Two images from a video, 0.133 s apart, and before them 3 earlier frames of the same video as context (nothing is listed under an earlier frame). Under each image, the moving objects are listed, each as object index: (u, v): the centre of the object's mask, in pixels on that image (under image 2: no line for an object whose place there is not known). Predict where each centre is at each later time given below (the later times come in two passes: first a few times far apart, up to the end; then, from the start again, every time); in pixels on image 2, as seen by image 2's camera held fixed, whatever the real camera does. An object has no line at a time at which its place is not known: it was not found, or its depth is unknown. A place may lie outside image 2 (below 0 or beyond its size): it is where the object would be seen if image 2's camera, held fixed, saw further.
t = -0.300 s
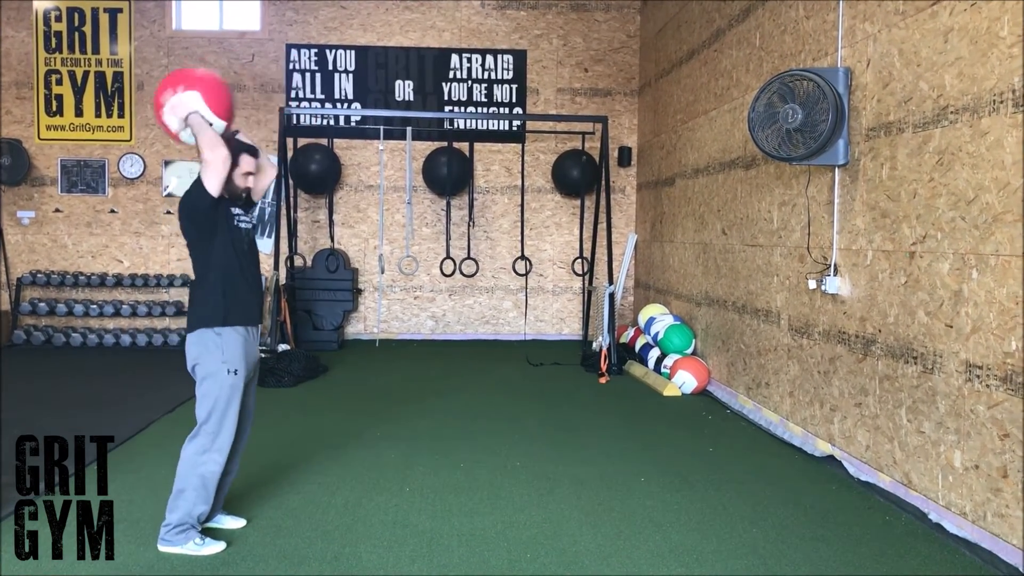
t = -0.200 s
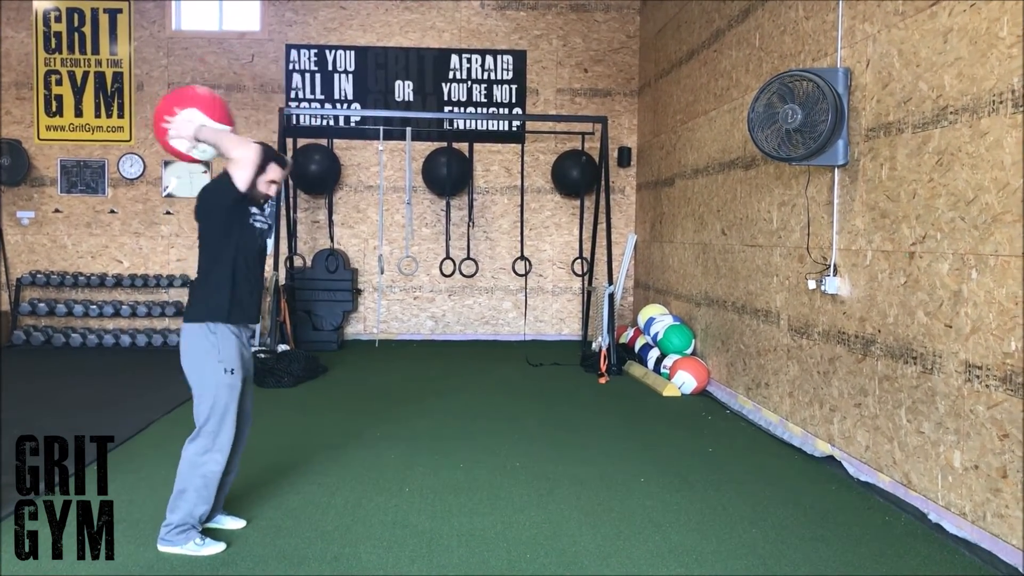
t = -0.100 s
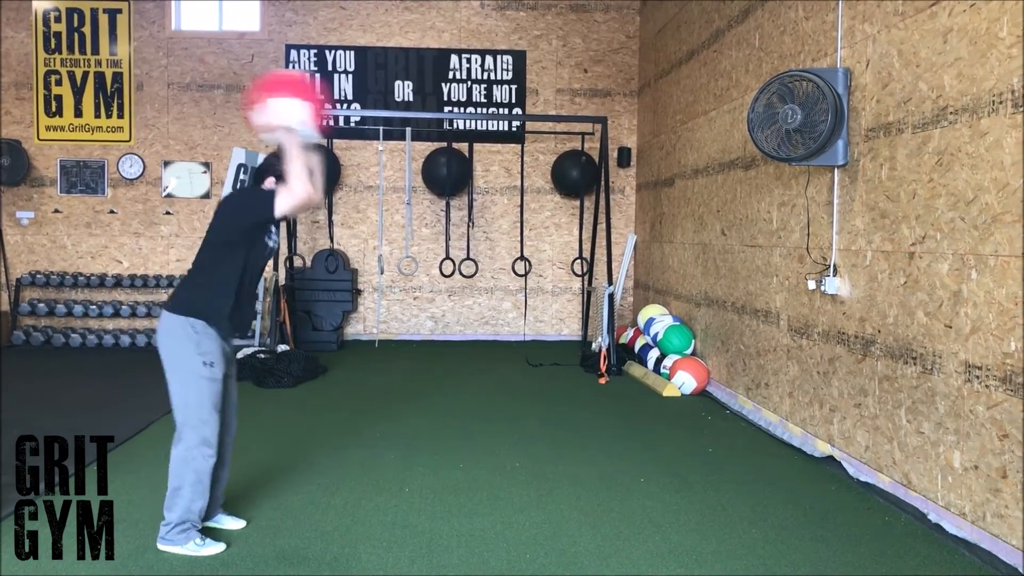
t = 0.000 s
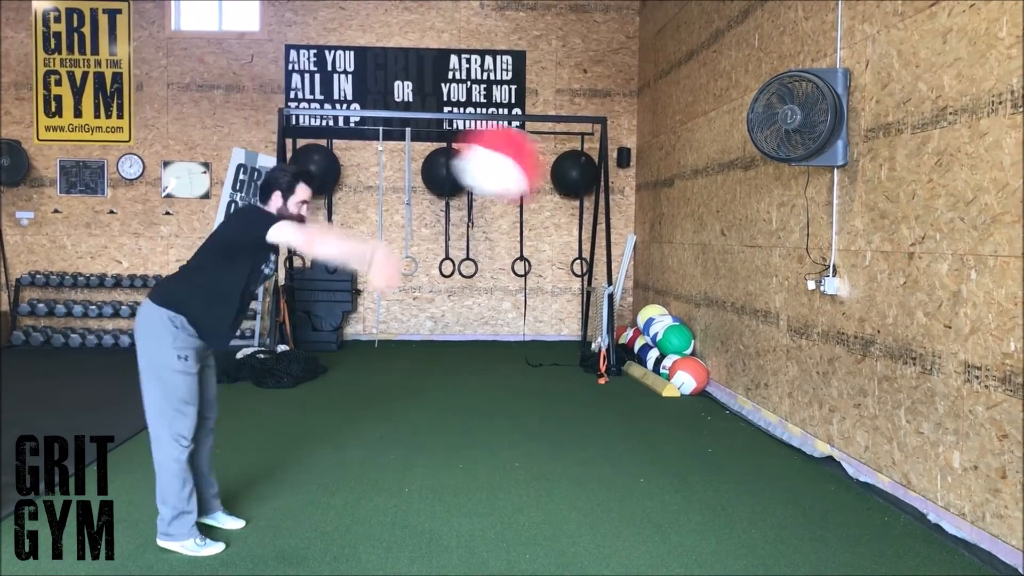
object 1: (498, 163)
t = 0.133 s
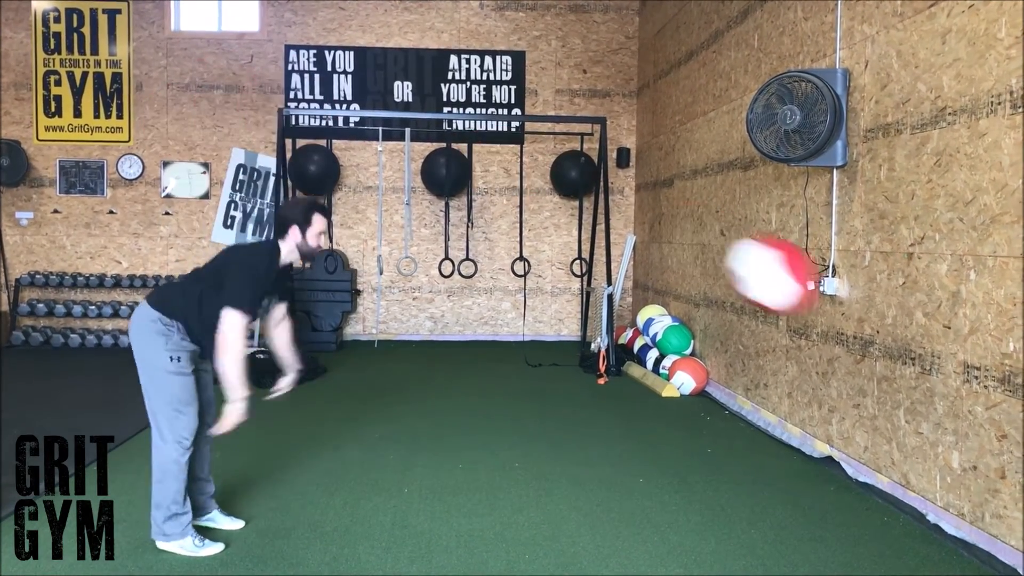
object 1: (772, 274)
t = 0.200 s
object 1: (906, 340)
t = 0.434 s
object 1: (694, 483)
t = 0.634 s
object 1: (526, 470)
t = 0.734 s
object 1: (446, 462)
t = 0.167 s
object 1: (839, 306)
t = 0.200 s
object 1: (906, 340)
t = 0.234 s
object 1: (892, 359)
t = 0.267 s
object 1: (859, 376)
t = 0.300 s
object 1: (827, 395)
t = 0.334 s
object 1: (795, 414)
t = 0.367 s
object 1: (762, 436)
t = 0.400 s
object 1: (729, 458)
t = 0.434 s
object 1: (694, 483)
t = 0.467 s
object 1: (660, 509)
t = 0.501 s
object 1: (631, 500)
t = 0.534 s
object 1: (603, 488)
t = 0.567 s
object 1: (575, 480)
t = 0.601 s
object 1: (550, 475)
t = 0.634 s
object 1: (526, 470)
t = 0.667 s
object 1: (501, 465)
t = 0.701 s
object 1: (474, 462)
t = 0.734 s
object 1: (446, 462)
